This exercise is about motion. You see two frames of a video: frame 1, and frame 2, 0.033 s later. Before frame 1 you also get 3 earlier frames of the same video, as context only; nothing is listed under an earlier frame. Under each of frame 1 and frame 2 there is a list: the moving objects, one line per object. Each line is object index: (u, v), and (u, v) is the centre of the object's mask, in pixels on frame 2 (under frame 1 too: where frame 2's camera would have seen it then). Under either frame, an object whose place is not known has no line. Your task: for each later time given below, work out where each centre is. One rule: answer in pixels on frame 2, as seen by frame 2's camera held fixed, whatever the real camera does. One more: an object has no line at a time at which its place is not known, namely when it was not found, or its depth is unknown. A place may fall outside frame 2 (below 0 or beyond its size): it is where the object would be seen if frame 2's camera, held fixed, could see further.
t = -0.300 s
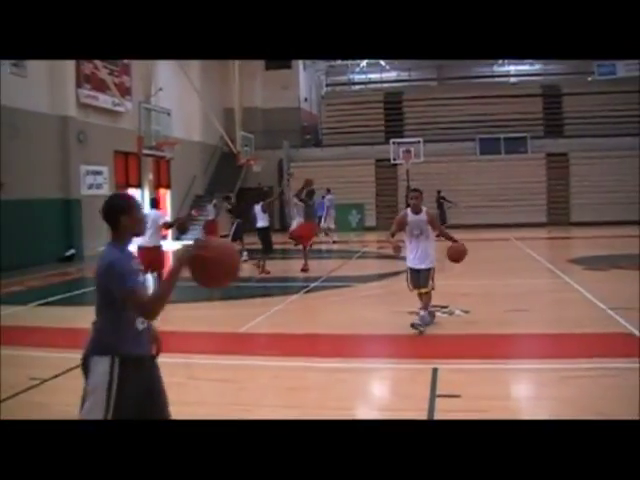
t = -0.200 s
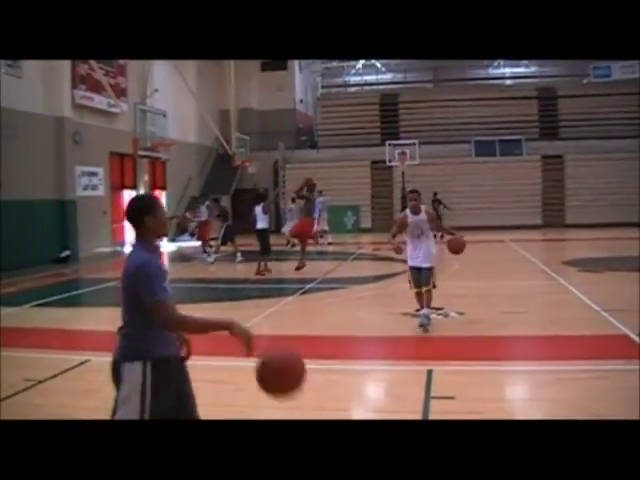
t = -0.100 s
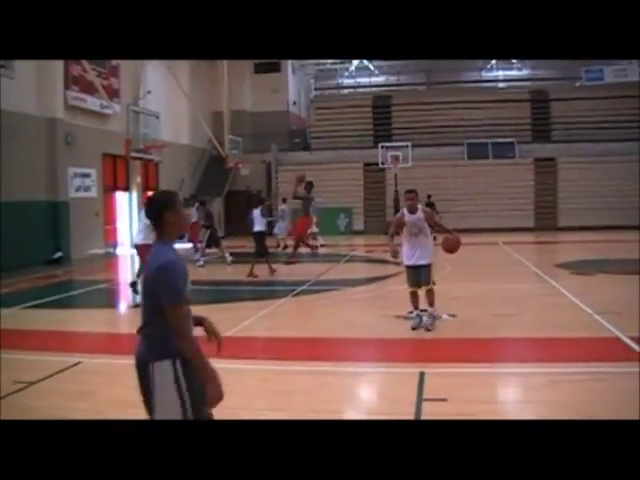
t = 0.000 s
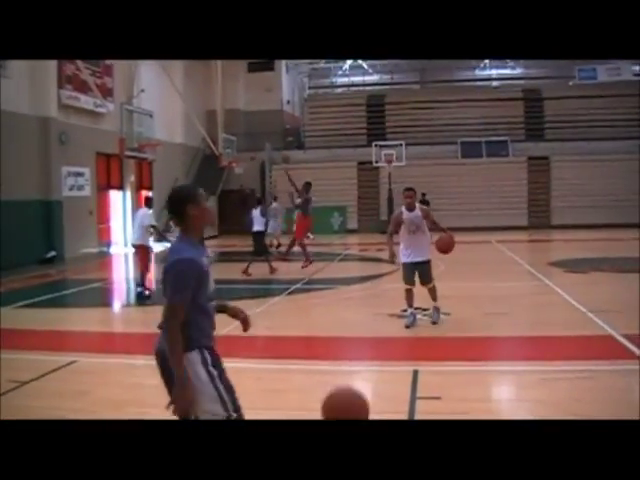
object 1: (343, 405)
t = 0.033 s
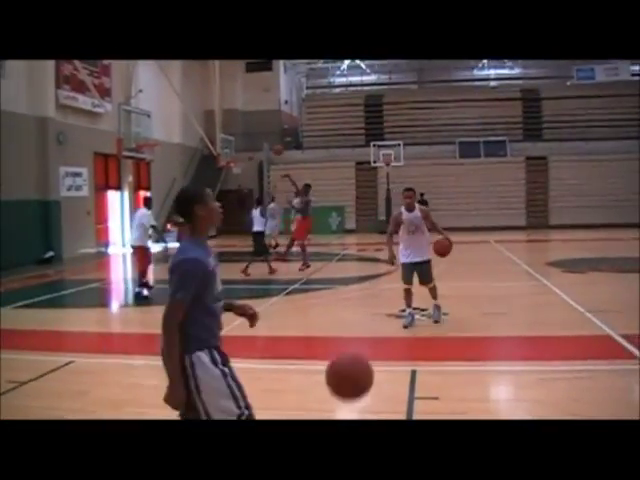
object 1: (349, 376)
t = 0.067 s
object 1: (356, 344)
